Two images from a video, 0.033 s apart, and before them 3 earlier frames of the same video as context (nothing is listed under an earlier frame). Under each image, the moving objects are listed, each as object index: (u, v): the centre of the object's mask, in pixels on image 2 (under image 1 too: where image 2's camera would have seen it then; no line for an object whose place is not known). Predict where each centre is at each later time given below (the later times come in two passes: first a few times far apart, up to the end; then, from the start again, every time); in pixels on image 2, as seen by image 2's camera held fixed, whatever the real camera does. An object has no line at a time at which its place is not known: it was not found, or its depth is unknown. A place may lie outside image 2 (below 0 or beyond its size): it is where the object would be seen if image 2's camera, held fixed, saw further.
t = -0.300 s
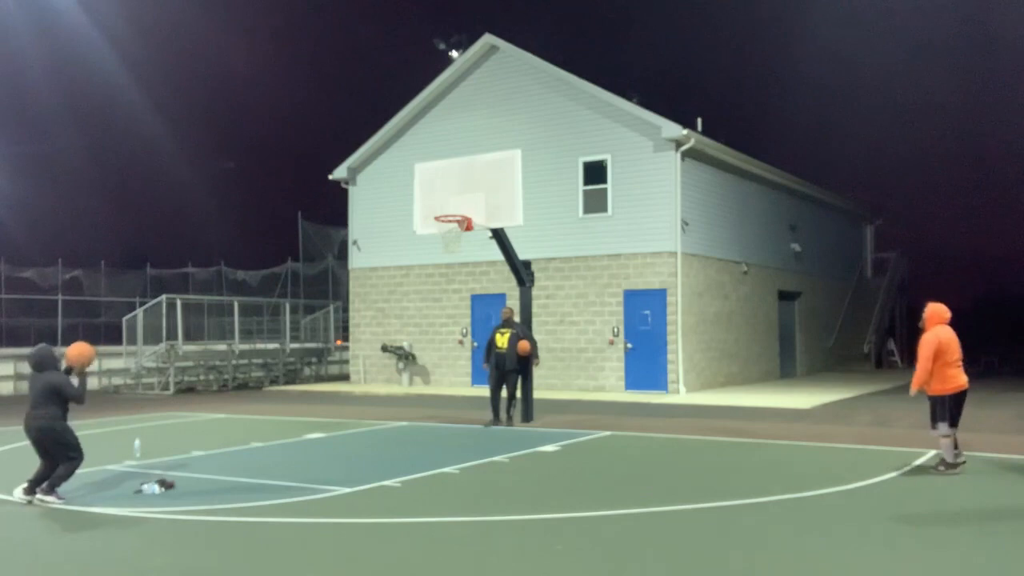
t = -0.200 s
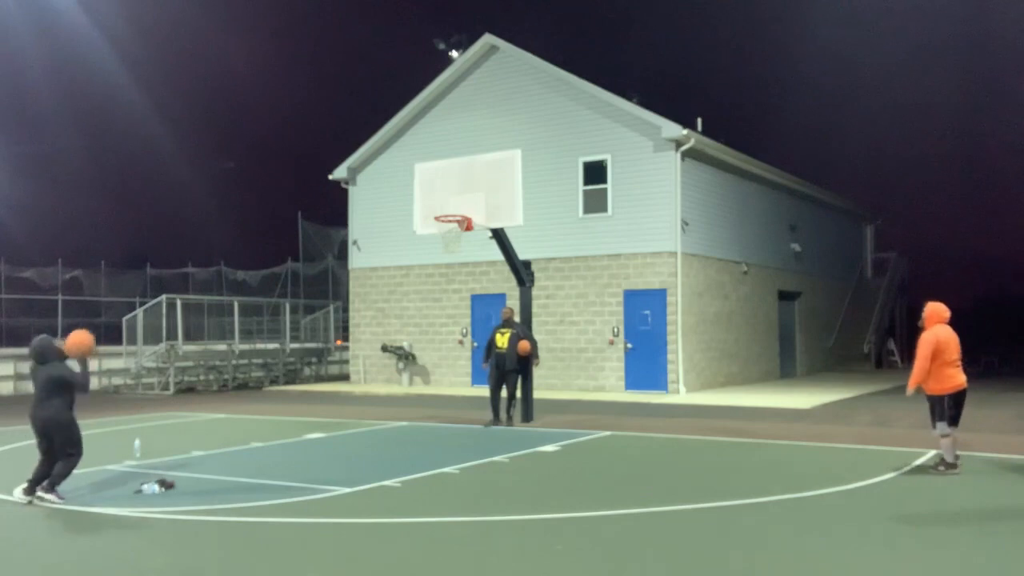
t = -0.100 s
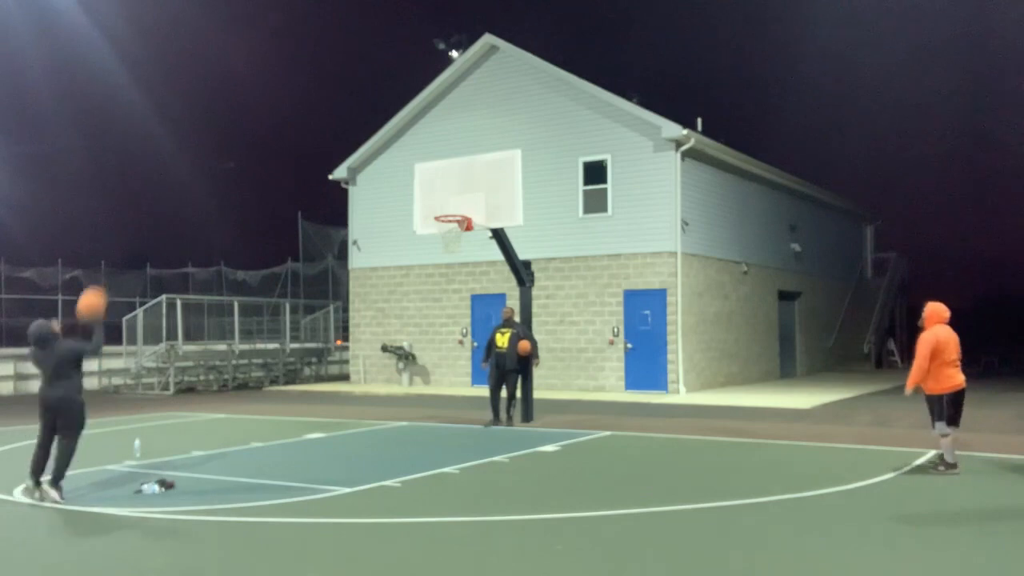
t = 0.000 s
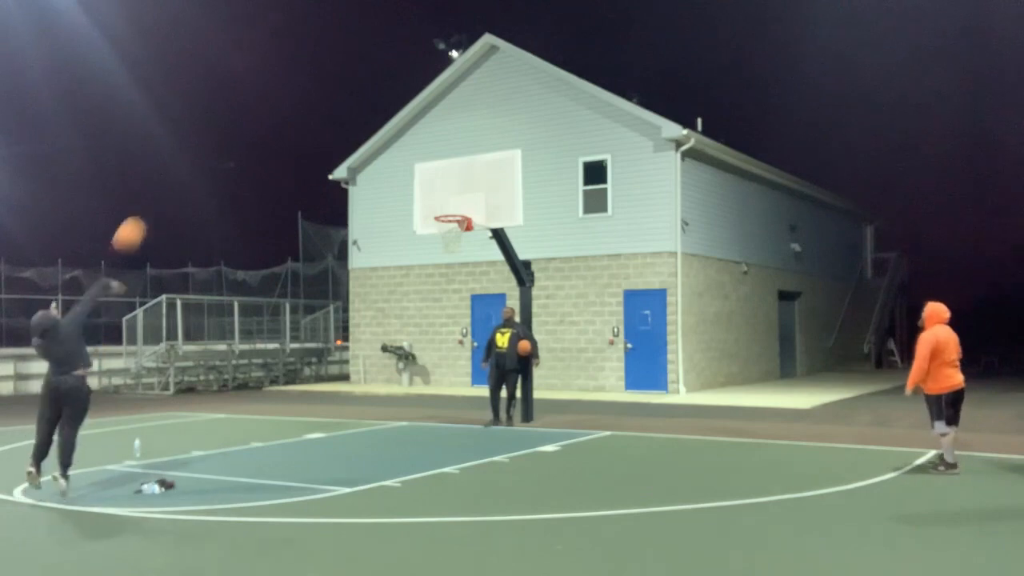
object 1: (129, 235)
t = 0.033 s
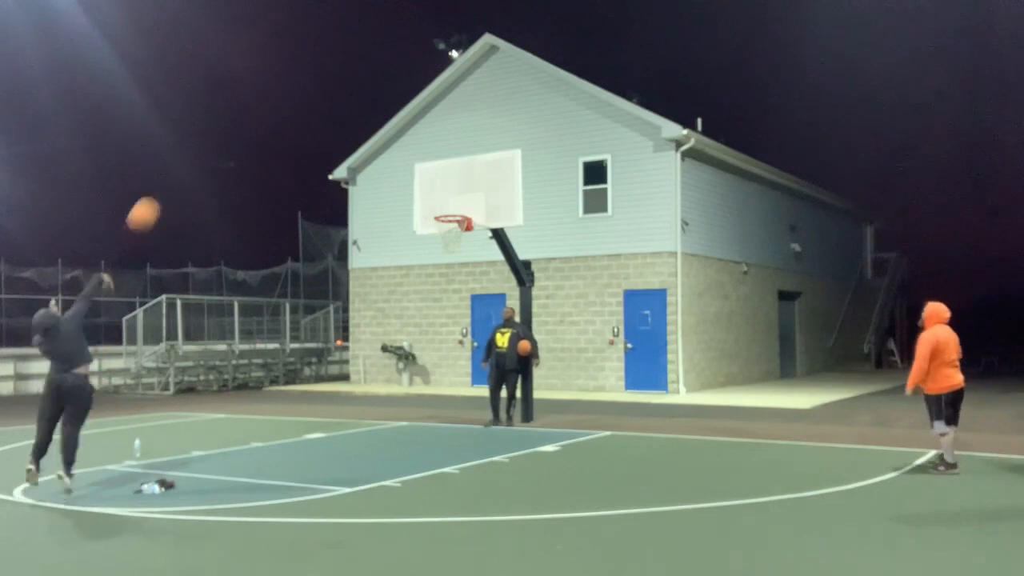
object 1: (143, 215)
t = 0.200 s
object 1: (208, 137)
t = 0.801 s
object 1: (376, 98)
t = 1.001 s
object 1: (418, 145)
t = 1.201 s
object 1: (455, 212)
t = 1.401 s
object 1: (452, 152)
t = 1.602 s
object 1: (450, 116)
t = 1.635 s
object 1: (449, 112)
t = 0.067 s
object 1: (157, 196)
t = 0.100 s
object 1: (170, 179)
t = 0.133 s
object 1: (183, 163)
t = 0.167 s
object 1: (196, 149)
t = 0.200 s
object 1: (208, 137)
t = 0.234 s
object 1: (220, 125)
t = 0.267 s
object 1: (231, 115)
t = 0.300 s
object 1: (242, 107)
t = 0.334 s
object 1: (253, 99)
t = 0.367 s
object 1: (264, 93)
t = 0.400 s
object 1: (273, 88)
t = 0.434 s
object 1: (284, 84)
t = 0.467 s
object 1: (293, 80)
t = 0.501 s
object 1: (302, 78)
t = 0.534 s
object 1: (312, 77)
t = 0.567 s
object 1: (320, 76)
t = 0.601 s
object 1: (329, 77)
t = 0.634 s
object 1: (338, 78)
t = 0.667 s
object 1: (346, 81)
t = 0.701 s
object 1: (354, 84)
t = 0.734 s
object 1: (361, 88)
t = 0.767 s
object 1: (369, 92)
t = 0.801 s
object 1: (376, 98)
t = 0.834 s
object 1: (384, 104)
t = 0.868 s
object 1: (390, 110)
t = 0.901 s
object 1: (398, 117)
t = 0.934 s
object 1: (405, 126)
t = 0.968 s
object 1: (412, 136)
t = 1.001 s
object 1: (418, 145)
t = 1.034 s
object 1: (425, 155)
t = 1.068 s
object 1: (430, 165)
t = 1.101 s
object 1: (437, 176)
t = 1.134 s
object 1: (443, 188)
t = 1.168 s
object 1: (449, 199)
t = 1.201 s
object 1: (455, 212)
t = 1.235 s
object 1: (456, 204)
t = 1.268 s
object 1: (454, 191)
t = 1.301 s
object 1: (454, 181)
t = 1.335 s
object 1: (453, 170)
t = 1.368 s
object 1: (453, 161)
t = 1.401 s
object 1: (452, 152)
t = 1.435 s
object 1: (452, 144)
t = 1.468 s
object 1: (451, 137)
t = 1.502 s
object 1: (451, 130)
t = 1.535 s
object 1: (451, 124)
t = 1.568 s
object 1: (450, 119)
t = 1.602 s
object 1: (450, 116)
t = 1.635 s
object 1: (449, 112)
